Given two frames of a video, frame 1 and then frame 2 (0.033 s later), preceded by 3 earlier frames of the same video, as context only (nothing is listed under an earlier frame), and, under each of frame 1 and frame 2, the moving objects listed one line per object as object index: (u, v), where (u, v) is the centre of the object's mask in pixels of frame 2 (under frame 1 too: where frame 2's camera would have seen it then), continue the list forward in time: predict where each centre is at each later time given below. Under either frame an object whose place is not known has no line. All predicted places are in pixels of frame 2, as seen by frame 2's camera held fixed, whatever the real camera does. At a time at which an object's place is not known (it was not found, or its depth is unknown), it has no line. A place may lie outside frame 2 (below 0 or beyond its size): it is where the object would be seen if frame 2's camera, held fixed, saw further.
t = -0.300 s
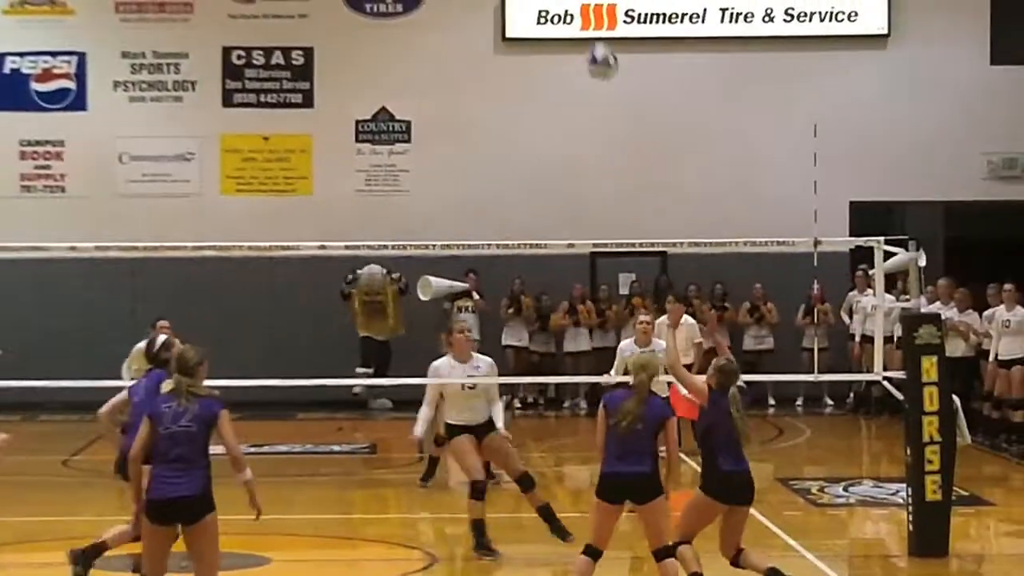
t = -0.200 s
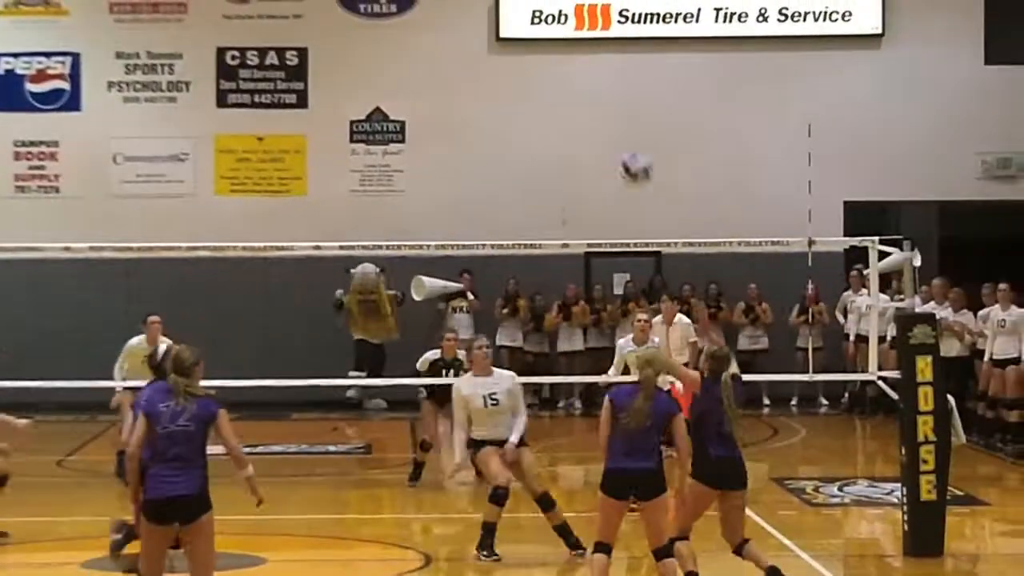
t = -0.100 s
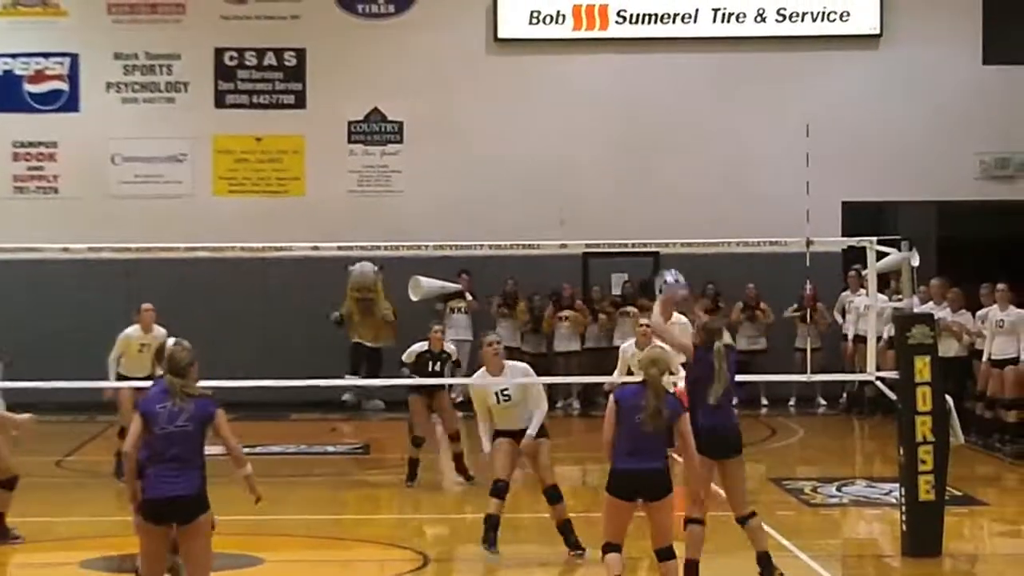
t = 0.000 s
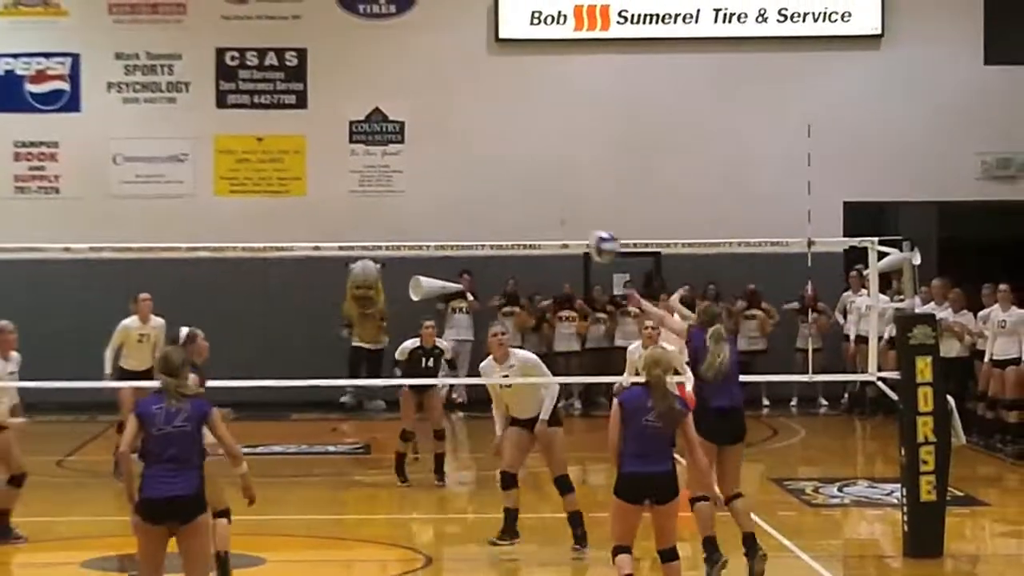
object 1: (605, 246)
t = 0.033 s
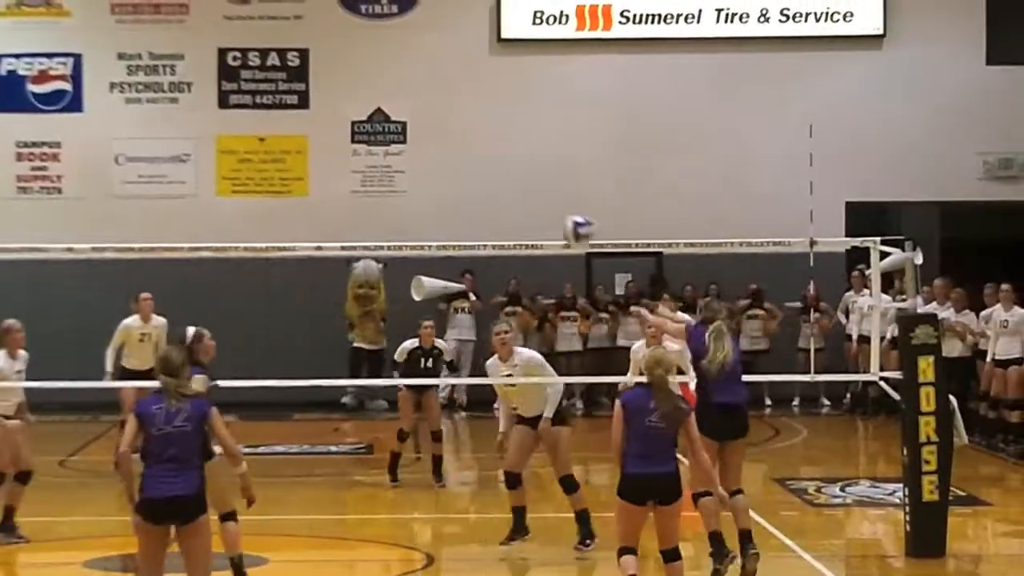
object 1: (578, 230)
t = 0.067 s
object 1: (552, 216)
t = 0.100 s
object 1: (533, 205)
